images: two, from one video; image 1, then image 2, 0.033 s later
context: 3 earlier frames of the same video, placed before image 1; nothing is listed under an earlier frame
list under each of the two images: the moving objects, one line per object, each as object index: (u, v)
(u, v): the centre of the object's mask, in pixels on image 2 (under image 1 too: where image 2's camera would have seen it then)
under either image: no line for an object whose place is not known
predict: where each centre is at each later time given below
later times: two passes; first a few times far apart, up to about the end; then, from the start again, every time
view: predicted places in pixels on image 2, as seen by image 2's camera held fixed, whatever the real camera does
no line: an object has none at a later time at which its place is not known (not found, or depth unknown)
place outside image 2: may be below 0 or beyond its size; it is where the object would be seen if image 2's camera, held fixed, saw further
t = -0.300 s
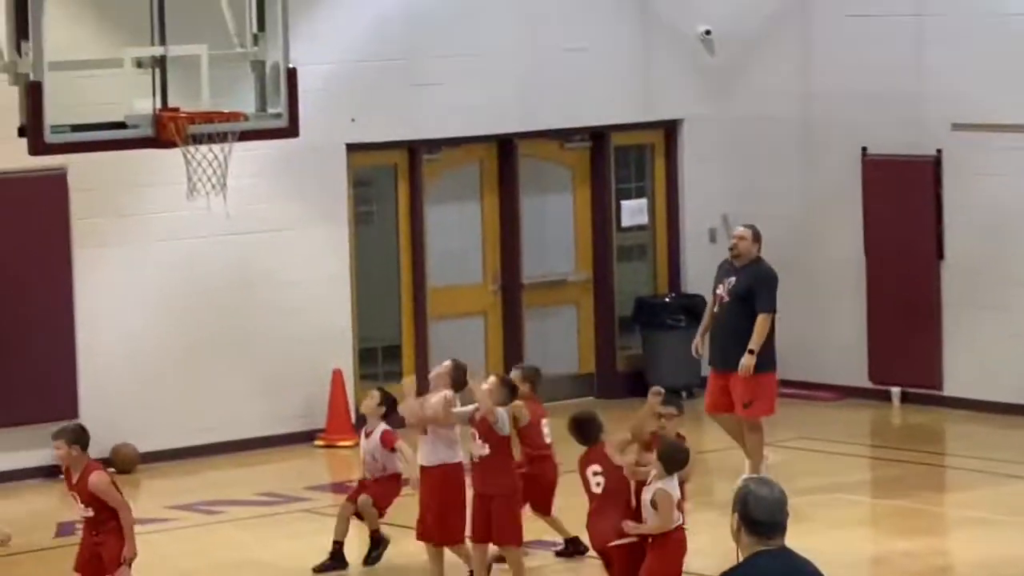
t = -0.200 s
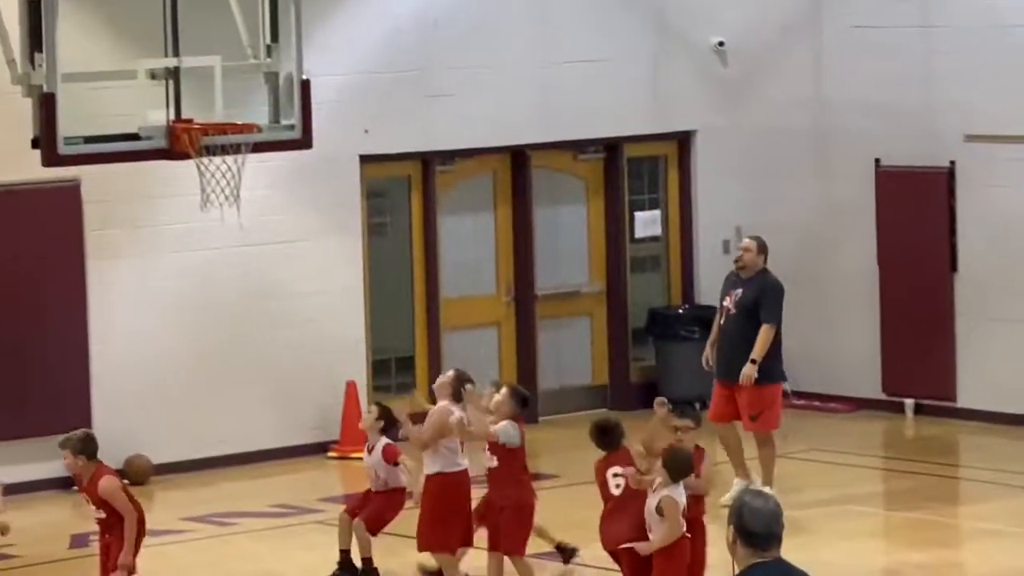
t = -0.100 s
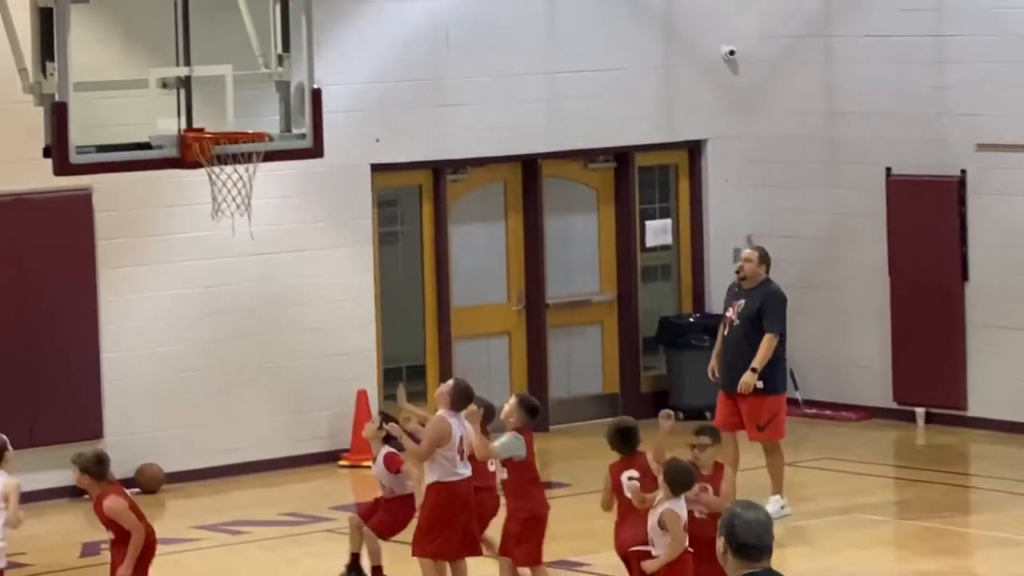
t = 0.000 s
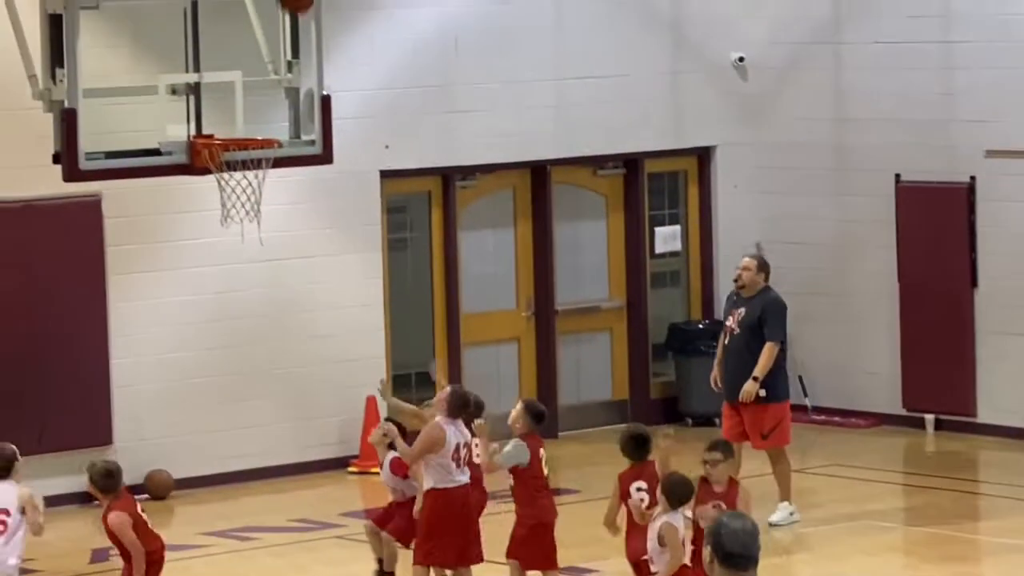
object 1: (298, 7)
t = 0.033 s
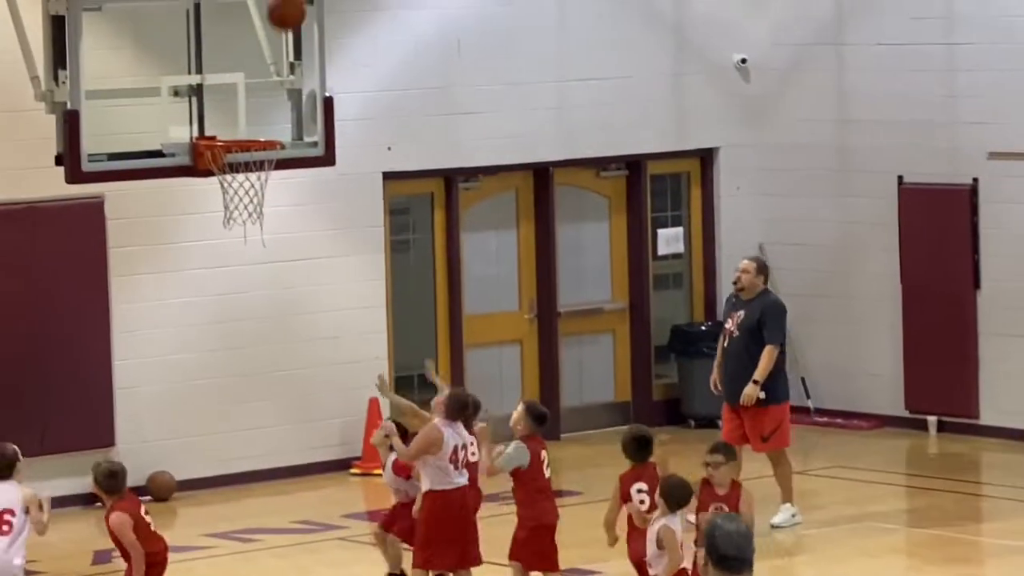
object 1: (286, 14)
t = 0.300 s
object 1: (253, 100)
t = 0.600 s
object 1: (378, 58)
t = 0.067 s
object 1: (274, 29)
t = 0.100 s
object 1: (264, 48)
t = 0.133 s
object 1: (253, 68)
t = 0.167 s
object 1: (242, 91)
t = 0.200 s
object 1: (232, 114)
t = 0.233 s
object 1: (227, 127)
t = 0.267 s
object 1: (240, 113)
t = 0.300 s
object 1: (253, 100)
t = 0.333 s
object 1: (267, 87)
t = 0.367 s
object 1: (280, 79)
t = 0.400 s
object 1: (293, 70)
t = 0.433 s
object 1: (308, 63)
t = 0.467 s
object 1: (322, 58)
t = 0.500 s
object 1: (335, 55)
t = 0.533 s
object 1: (349, 54)
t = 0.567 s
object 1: (363, 55)
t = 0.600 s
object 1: (378, 58)
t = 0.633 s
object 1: (392, 63)
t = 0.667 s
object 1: (407, 69)
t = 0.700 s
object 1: (421, 78)
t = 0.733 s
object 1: (436, 88)
